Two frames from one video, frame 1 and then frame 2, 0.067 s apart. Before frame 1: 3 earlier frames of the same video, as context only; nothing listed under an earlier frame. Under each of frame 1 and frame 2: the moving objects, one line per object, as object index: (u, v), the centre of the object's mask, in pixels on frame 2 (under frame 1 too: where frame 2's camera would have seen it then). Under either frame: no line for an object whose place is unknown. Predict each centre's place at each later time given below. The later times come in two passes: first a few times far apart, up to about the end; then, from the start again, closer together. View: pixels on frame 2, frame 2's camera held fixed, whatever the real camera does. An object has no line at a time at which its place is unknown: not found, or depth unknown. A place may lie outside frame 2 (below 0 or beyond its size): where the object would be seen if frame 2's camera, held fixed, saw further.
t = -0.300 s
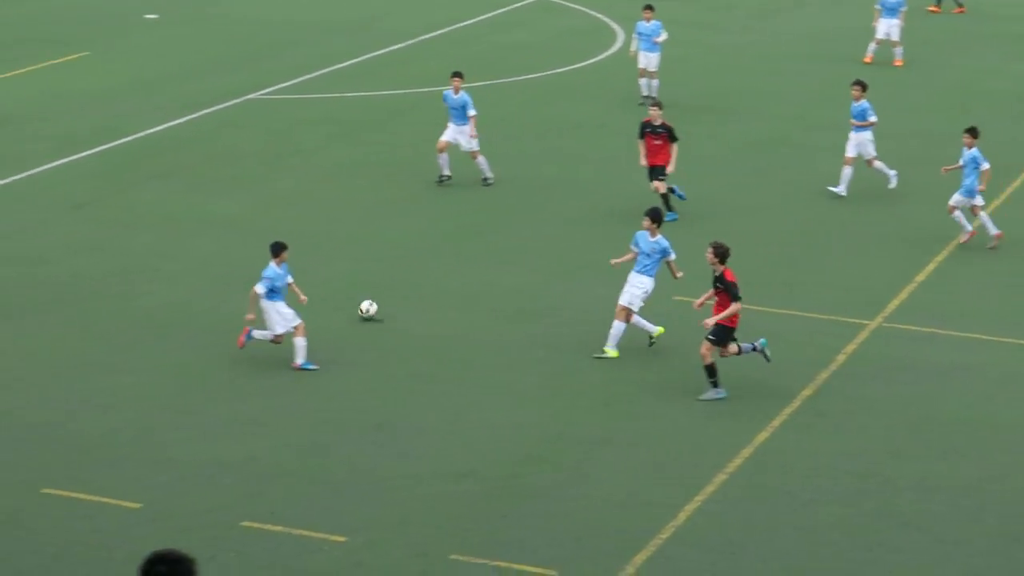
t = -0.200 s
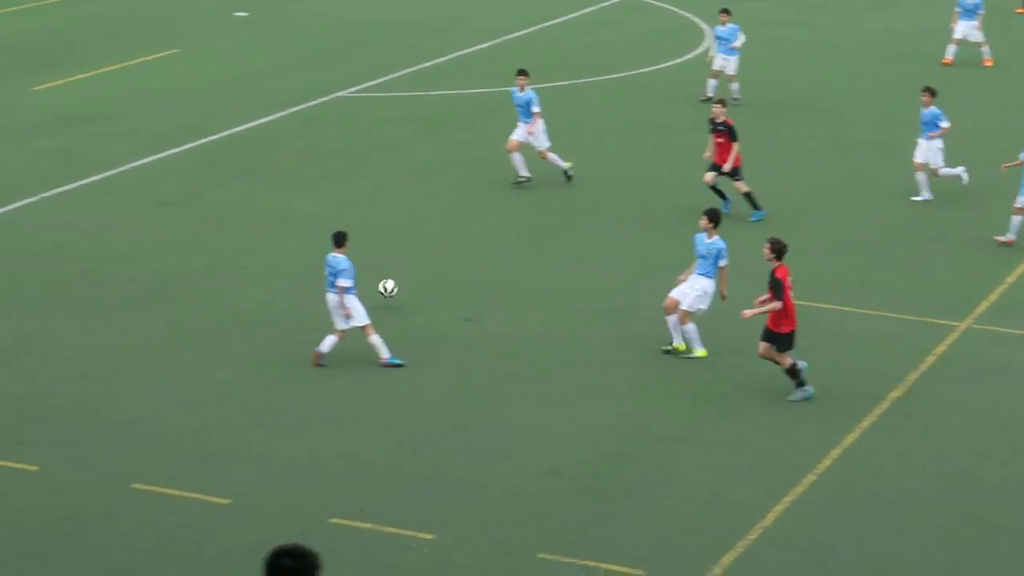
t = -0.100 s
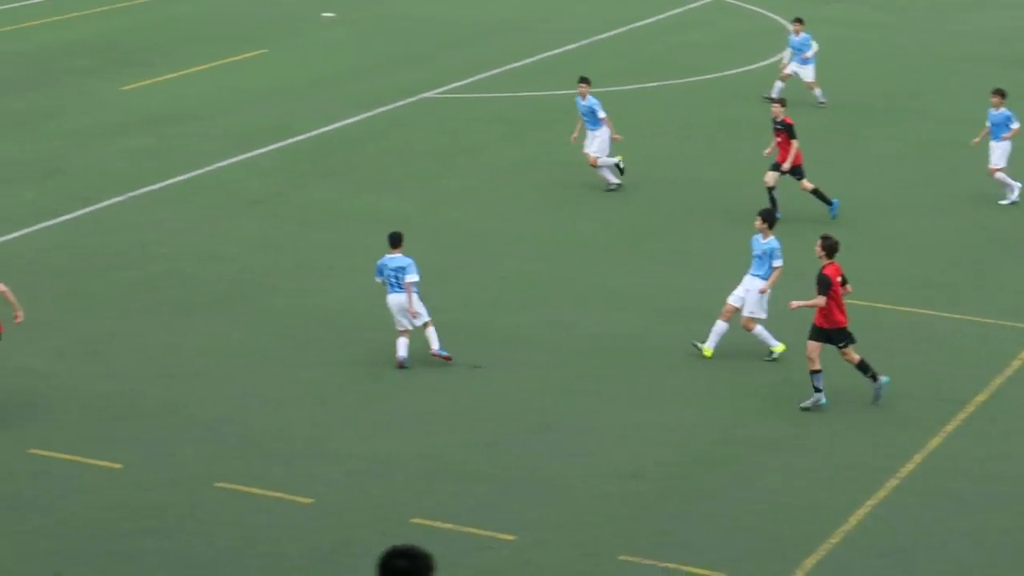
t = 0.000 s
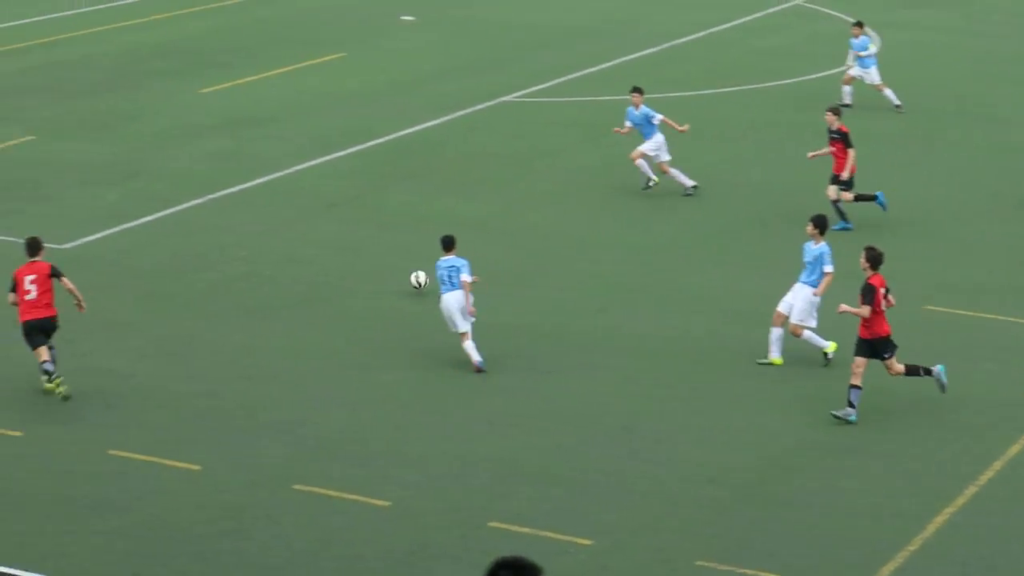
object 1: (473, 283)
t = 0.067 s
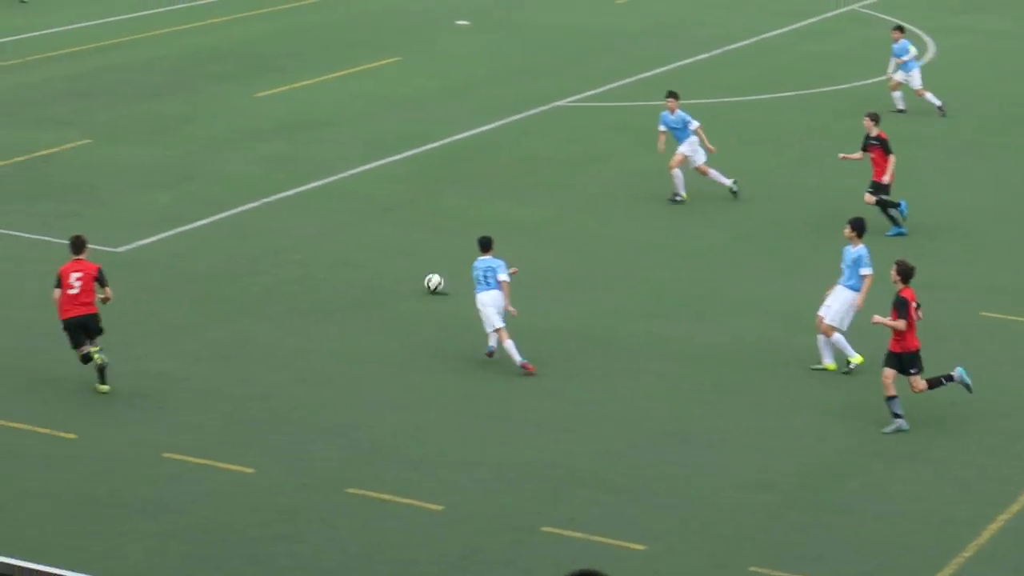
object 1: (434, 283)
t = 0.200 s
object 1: (369, 269)
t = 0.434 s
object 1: (265, 256)
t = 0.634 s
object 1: (179, 248)
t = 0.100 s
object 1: (417, 278)
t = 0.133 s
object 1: (401, 273)
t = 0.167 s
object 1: (386, 271)
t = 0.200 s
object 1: (369, 269)
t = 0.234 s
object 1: (355, 268)
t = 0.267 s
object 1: (338, 266)
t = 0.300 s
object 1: (324, 267)
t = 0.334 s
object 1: (309, 266)
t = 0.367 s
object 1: (295, 261)
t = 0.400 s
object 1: (279, 258)
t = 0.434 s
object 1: (265, 256)
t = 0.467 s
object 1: (250, 254)
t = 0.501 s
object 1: (235, 253)
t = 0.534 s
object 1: (221, 254)
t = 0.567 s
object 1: (207, 253)
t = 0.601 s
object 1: (192, 250)
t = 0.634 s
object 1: (179, 248)
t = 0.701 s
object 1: (152, 245)
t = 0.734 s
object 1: (138, 243)
